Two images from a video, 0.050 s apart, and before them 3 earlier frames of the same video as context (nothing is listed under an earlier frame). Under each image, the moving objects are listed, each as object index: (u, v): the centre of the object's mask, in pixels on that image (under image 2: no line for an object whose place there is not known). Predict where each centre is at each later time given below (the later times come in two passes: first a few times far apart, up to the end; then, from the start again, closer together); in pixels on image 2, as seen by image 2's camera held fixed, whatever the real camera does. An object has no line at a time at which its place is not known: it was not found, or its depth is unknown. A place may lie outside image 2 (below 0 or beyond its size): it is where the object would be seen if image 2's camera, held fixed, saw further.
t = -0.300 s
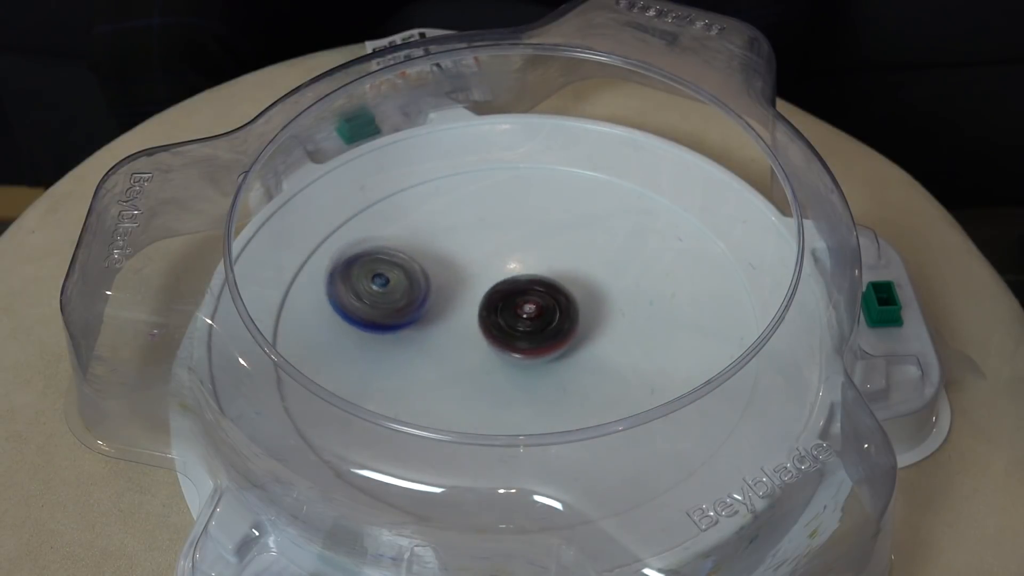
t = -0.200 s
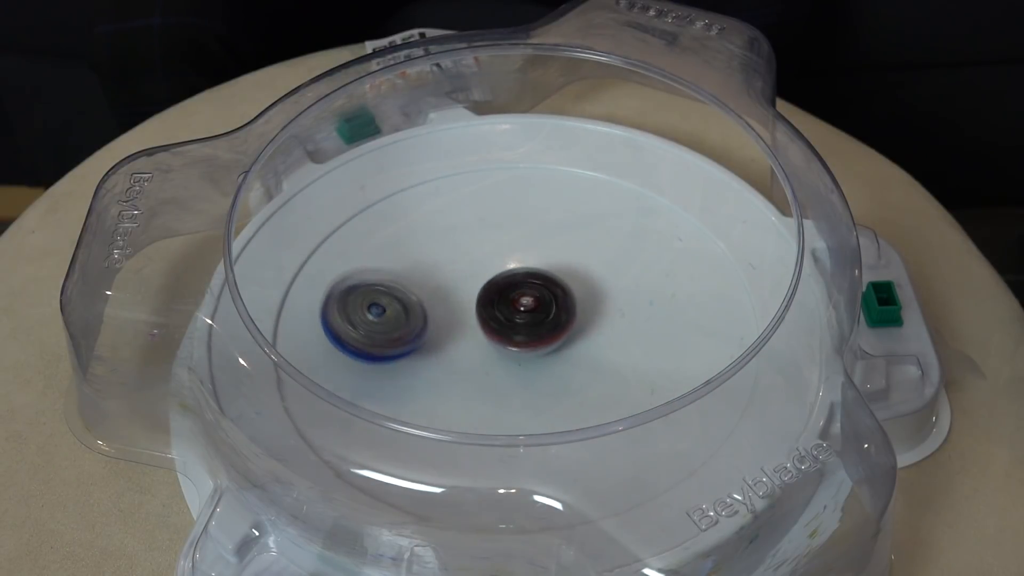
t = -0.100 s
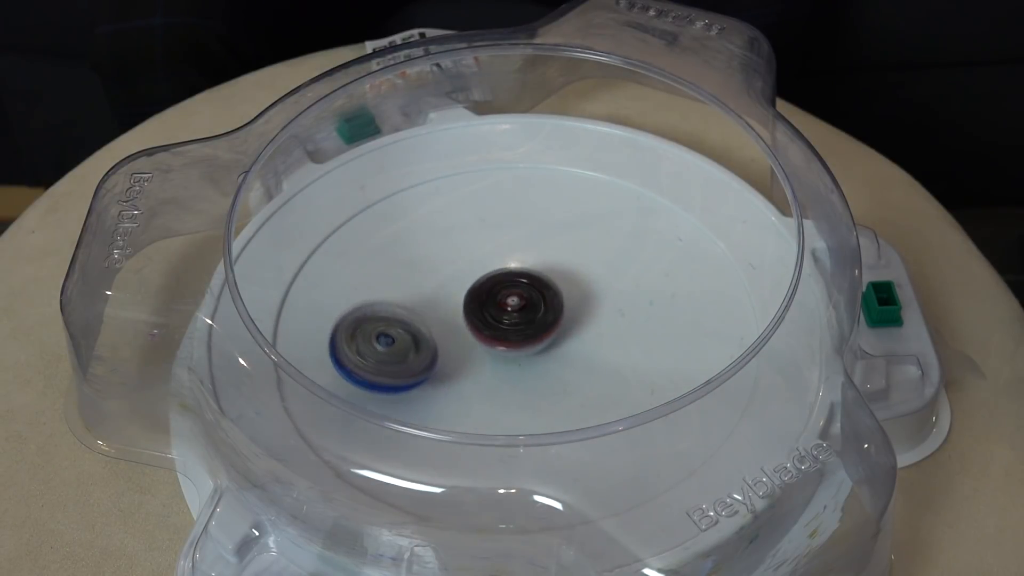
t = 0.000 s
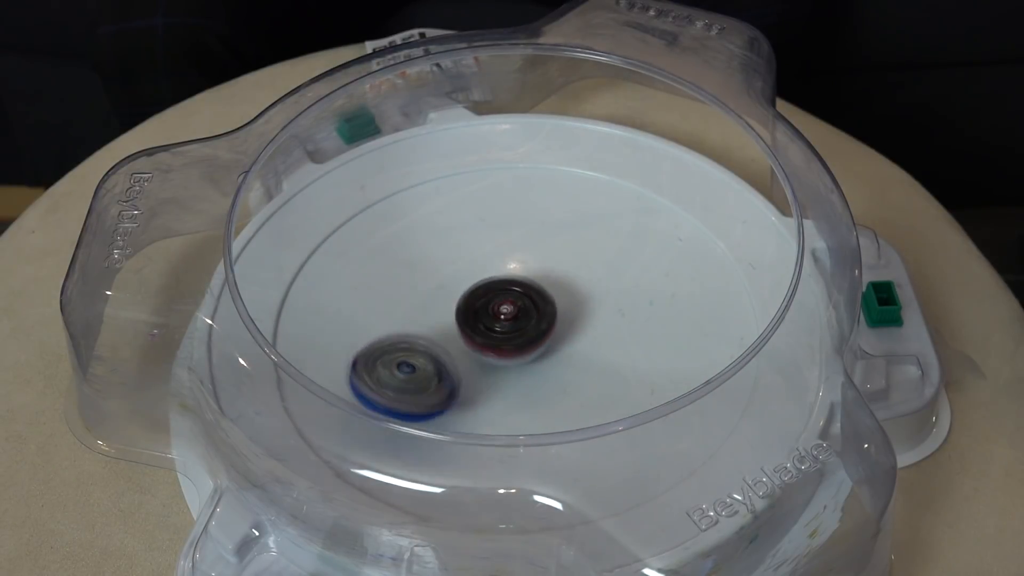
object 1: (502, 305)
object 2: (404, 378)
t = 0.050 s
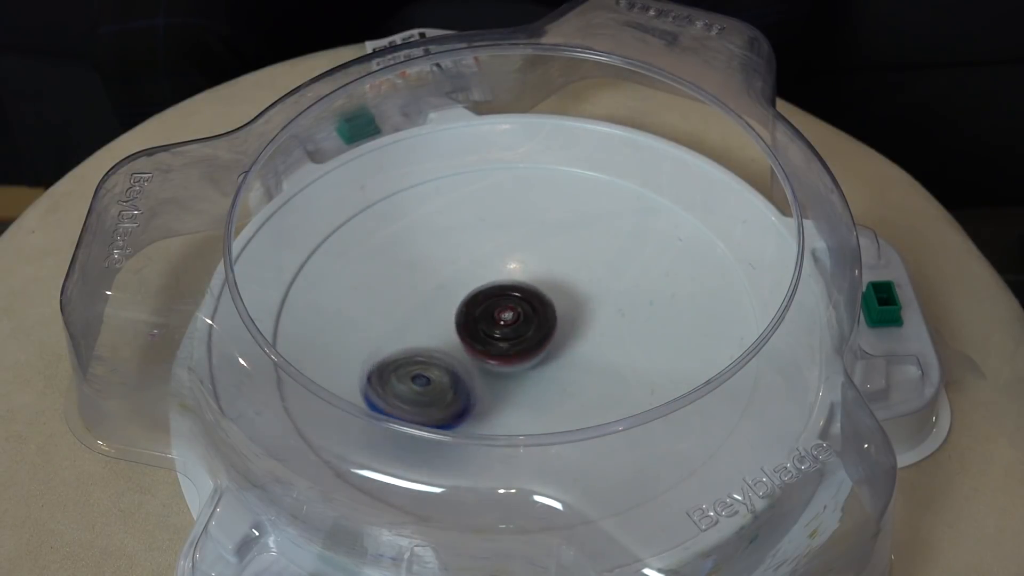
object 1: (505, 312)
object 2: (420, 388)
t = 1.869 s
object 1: (514, 311)
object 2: (410, 299)
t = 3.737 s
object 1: (477, 381)
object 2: (567, 251)
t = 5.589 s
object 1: (583, 338)
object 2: (477, 298)
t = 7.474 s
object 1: (587, 309)
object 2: (450, 312)
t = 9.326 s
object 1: (539, 368)
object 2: (503, 296)
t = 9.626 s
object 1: (518, 368)
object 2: (490, 300)
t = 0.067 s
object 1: (504, 312)
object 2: (423, 392)
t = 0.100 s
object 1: (507, 316)
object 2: (434, 398)
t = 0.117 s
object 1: (509, 317)
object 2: (440, 398)
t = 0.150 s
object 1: (512, 319)
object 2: (452, 403)
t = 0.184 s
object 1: (517, 320)
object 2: (465, 405)
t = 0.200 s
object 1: (518, 320)
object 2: (472, 406)
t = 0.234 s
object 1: (520, 321)
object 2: (486, 418)
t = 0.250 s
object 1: (523, 321)
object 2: (493, 420)
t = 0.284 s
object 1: (527, 321)
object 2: (508, 423)
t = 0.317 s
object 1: (530, 319)
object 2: (521, 424)
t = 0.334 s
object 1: (531, 318)
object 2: (528, 425)
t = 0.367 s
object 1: (534, 319)
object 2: (541, 425)
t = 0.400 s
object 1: (535, 316)
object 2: (552, 422)
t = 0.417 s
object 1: (534, 312)
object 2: (558, 420)
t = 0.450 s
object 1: (533, 310)
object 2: (572, 415)
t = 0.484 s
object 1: (531, 307)
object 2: (584, 410)
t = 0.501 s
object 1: (529, 306)
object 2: (589, 401)
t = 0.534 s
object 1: (525, 305)
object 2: (599, 399)
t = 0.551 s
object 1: (522, 305)
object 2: (605, 395)
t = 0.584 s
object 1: (518, 305)
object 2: (615, 391)
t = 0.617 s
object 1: (514, 306)
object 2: (621, 384)
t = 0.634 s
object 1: (512, 307)
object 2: (625, 381)
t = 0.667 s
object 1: (509, 308)
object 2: (633, 373)
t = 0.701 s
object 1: (509, 312)
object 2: (639, 366)
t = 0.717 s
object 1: (507, 314)
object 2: (642, 362)
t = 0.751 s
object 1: (504, 314)
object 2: (644, 353)
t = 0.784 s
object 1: (503, 318)
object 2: (645, 344)
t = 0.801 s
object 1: (502, 319)
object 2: (645, 339)
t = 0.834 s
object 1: (502, 322)
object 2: (646, 329)
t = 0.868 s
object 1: (505, 324)
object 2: (644, 320)
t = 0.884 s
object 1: (506, 325)
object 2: (643, 314)
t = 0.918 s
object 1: (511, 328)
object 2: (640, 306)
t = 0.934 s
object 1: (513, 329)
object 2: (637, 302)
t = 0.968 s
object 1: (516, 328)
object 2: (632, 294)
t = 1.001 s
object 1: (516, 325)
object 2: (629, 287)
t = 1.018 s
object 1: (517, 324)
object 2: (626, 284)
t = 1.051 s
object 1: (520, 323)
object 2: (618, 277)
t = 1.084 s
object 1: (522, 321)
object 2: (610, 269)
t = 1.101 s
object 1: (522, 320)
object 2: (607, 266)
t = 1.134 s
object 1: (525, 320)
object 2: (598, 260)
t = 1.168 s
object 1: (524, 317)
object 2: (589, 254)
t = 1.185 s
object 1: (523, 313)
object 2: (584, 250)
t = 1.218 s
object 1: (520, 310)
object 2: (575, 246)
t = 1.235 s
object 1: (517, 310)
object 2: (570, 245)
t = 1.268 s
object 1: (514, 309)
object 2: (560, 241)
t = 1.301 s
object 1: (511, 308)
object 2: (551, 240)
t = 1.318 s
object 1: (509, 308)
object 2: (546, 239)
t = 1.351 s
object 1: (507, 308)
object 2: (534, 237)
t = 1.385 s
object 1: (504, 308)
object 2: (524, 235)
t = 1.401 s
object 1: (502, 309)
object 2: (519, 235)
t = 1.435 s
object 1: (501, 310)
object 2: (508, 236)
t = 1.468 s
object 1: (500, 312)
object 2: (498, 239)
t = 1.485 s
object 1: (502, 315)
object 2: (493, 239)
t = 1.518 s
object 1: (500, 315)
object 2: (483, 241)
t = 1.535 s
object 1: (500, 315)
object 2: (478, 243)
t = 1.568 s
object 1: (500, 316)
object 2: (468, 246)
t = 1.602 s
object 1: (502, 318)
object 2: (459, 250)
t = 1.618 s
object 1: (503, 319)
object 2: (455, 252)
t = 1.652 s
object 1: (505, 320)
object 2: (445, 258)
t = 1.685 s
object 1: (509, 319)
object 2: (436, 263)
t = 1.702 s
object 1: (510, 319)
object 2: (433, 266)
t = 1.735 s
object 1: (511, 317)
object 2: (427, 272)
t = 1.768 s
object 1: (514, 316)
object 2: (421, 279)
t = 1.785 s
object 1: (516, 317)
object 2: (419, 283)
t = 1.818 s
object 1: (516, 313)
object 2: (413, 290)
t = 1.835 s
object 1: (516, 311)
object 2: (411, 292)
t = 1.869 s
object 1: (514, 311)
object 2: (410, 299)
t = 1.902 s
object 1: (516, 312)
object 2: (407, 309)
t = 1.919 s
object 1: (514, 309)
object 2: (406, 313)
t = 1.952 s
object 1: (517, 309)
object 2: (401, 320)
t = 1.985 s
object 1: (523, 307)
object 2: (395, 325)
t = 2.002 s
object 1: (526, 306)
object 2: (392, 330)
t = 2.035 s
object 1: (534, 306)
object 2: (387, 337)
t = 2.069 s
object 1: (537, 300)
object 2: (384, 340)
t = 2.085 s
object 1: (539, 298)
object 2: (385, 343)
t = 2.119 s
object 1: (540, 295)
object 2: (386, 348)
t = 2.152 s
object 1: (542, 293)
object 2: (389, 352)
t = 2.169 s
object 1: (541, 289)
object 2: (391, 353)
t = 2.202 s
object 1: (540, 286)
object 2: (400, 357)
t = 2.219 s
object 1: (537, 285)
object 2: (405, 359)
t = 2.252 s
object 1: (532, 284)
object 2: (413, 363)
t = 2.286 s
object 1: (529, 284)
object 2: (427, 367)
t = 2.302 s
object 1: (527, 285)
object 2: (434, 370)
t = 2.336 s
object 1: (520, 287)
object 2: (448, 376)
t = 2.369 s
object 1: (517, 292)
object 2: (459, 378)
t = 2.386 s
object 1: (515, 294)
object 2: (467, 379)
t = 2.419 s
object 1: (515, 296)
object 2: (482, 385)
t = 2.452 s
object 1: (512, 294)
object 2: (491, 390)
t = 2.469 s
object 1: (512, 294)
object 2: (499, 392)
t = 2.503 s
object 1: (512, 292)
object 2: (514, 395)
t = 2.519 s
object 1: (512, 291)
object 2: (520, 396)
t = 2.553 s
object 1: (511, 290)
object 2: (530, 396)
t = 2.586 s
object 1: (511, 290)
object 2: (545, 396)
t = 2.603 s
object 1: (512, 292)
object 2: (551, 397)
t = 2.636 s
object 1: (512, 290)
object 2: (560, 396)
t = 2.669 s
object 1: (512, 292)
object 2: (572, 394)
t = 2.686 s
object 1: (512, 292)
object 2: (578, 393)
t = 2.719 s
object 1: (514, 294)
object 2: (585, 392)
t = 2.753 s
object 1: (513, 296)
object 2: (594, 388)
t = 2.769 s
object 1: (514, 297)
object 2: (599, 388)
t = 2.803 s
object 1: (518, 303)
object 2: (603, 385)
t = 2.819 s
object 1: (518, 302)
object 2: (606, 382)
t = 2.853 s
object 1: (519, 304)
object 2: (611, 379)
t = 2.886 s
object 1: (522, 306)
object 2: (613, 375)
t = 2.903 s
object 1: (525, 307)
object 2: (613, 370)
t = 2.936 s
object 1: (521, 303)
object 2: (623, 367)
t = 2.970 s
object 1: (503, 294)
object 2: (635, 368)
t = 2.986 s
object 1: (497, 292)
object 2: (641, 367)
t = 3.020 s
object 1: (482, 285)
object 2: (648, 368)
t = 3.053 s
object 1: (467, 282)
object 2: (652, 366)
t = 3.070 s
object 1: (463, 282)
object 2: (654, 366)
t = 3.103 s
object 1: (449, 280)
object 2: (654, 367)
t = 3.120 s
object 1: (441, 280)
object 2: (653, 367)
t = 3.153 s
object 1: (431, 282)
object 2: (649, 367)
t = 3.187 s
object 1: (420, 285)
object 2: (642, 366)
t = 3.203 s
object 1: (414, 288)
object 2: (637, 364)
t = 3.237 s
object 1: (410, 295)
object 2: (626, 359)
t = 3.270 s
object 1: (406, 301)
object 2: (616, 352)
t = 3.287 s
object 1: (405, 306)
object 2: (610, 349)
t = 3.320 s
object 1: (411, 315)
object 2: (599, 344)
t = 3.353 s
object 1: (418, 323)
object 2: (588, 336)
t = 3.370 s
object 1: (423, 327)
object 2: (583, 334)
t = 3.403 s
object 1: (438, 334)
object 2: (573, 329)
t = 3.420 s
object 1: (444, 335)
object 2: (567, 324)
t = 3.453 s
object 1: (456, 337)
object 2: (558, 319)
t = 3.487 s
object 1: (444, 347)
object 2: (575, 299)
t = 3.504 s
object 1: (438, 350)
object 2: (580, 293)
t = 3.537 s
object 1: (432, 358)
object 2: (592, 278)
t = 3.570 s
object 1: (431, 364)
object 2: (594, 270)
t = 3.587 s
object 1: (431, 368)
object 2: (596, 266)
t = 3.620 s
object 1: (439, 374)
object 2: (592, 263)
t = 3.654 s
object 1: (446, 379)
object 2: (586, 257)
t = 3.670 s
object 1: (451, 381)
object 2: (584, 257)
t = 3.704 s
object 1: (463, 381)
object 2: (576, 252)
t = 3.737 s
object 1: (477, 381)
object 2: (567, 251)
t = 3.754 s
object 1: (484, 379)
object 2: (564, 250)
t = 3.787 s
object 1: (495, 372)
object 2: (555, 251)
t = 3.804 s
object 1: (501, 370)
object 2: (550, 250)
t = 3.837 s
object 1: (511, 359)
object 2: (541, 252)
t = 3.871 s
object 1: (519, 350)
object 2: (531, 252)
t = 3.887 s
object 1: (522, 344)
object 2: (526, 255)
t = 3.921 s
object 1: (526, 335)
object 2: (516, 257)
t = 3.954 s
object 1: (528, 323)
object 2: (504, 260)
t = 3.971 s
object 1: (531, 330)
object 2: (497, 256)
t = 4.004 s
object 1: (544, 341)
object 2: (479, 239)
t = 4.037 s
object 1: (553, 354)
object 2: (464, 229)
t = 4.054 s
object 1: (558, 358)
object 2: (459, 224)
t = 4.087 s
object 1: (565, 364)
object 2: (448, 219)
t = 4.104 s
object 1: (571, 367)
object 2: (445, 216)
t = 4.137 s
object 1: (578, 375)
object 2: (438, 215)
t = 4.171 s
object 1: (586, 372)
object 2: (435, 216)
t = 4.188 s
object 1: (592, 372)
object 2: (432, 216)
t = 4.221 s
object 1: (601, 372)
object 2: (429, 221)
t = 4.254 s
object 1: (612, 373)
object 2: (427, 225)
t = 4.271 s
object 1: (615, 370)
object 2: (424, 229)
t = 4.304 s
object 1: (622, 367)
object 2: (424, 238)
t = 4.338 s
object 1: (625, 361)
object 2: (424, 246)
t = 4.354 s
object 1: (626, 358)
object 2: (424, 252)
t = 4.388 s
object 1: (622, 349)
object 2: (427, 263)
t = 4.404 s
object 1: (619, 346)
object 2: (427, 268)
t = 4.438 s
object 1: (609, 338)
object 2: (434, 279)
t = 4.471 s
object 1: (596, 332)
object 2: (439, 288)
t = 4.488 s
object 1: (592, 329)
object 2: (442, 293)
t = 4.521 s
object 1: (577, 325)
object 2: (450, 304)
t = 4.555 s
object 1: (566, 322)
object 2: (459, 311)
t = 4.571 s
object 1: (562, 323)
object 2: (458, 314)
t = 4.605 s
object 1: (566, 326)
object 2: (452, 311)
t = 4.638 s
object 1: (564, 329)
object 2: (446, 308)
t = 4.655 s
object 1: (558, 330)
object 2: (447, 309)
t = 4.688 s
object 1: (552, 330)
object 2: (450, 309)
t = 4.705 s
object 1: (546, 330)
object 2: (453, 310)
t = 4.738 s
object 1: (559, 338)
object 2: (437, 305)
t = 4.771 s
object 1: (582, 345)
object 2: (421, 296)
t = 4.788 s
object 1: (588, 348)
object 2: (413, 294)
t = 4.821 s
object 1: (601, 350)
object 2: (406, 288)
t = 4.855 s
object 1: (612, 351)
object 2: (404, 283)
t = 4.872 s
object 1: (617, 352)
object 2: (402, 282)
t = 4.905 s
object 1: (622, 349)
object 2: (401, 278)
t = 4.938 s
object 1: (632, 346)
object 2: (403, 276)
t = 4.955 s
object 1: (635, 346)
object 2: (404, 272)
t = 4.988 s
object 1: (640, 340)
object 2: (405, 272)
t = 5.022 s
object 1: (639, 337)
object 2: (408, 270)
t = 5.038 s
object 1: (639, 334)
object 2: (412, 272)
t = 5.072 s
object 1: (633, 331)
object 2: (419, 273)
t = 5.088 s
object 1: (630, 327)
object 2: (421, 274)
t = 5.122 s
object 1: (622, 324)
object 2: (431, 278)
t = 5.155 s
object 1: (610, 321)
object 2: (442, 282)
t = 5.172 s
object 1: (604, 321)
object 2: (446, 284)
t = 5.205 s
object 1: (591, 320)
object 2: (457, 290)
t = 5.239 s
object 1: (581, 316)
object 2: (469, 294)
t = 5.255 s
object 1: (570, 315)
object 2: (475, 295)
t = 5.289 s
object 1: (569, 318)
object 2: (474, 296)
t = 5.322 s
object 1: (568, 319)
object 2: (475, 297)
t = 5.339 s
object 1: (567, 321)
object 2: (473, 300)
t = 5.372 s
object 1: (566, 323)
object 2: (472, 301)
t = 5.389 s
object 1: (567, 326)
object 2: (471, 300)
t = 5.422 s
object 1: (568, 331)
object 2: (475, 299)
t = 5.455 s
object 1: (572, 334)
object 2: (473, 299)
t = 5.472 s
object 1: (575, 332)
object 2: (473, 299)
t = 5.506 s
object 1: (578, 336)
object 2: (474, 299)
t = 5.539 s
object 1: (581, 338)
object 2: (475, 299)
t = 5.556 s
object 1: (582, 338)
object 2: (475, 299)
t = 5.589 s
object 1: (583, 338)
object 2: (477, 298)
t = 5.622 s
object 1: (583, 339)
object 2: (480, 300)
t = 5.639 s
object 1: (581, 338)
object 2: (483, 302)
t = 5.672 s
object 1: (578, 340)
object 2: (486, 304)
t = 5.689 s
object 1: (576, 338)
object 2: (486, 305)
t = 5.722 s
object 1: (575, 340)
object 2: (486, 305)
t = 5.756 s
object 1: (582, 343)
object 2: (479, 303)
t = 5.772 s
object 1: (585, 345)
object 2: (477, 303)
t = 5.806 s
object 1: (588, 347)
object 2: (470, 302)
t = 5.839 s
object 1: (594, 350)
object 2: (467, 302)
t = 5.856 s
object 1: (593, 349)
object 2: (466, 299)
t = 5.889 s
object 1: (597, 348)
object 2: (464, 299)
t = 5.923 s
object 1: (596, 347)
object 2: (463, 299)
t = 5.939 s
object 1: (595, 345)
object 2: (461, 301)
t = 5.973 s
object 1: (591, 344)
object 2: (461, 303)
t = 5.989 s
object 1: (592, 342)
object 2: (463, 302)
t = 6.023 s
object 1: (585, 343)
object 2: (464, 304)
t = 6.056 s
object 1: (576, 337)
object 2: (468, 307)
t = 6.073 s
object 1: (569, 336)
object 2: (468, 306)
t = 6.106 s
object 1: (563, 335)
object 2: (470, 309)
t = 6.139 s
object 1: (567, 335)
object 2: (462, 309)
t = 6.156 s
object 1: (567, 335)
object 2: (458, 310)
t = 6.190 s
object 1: (566, 336)
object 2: (453, 310)
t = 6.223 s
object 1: (568, 334)
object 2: (452, 311)
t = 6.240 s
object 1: (568, 337)
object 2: (450, 311)
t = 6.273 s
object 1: (566, 333)
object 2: (449, 312)
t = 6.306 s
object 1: (563, 331)
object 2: (451, 312)
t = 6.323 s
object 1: (559, 330)
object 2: (452, 314)
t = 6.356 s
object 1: (555, 328)
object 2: (452, 315)
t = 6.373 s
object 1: (553, 328)
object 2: (452, 315)
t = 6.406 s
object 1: (552, 328)
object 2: (450, 316)
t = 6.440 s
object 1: (551, 329)
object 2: (448, 316)
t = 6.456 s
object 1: (552, 329)
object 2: (449, 315)
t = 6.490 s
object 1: (551, 331)
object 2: (449, 316)
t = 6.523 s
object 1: (552, 331)
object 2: (447, 318)
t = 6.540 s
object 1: (551, 330)
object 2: (447, 316)
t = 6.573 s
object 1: (554, 331)
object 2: (445, 317)
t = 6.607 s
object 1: (553, 332)
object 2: (443, 317)
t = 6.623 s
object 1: (554, 332)
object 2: (443, 316)
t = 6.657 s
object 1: (554, 329)
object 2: (442, 319)
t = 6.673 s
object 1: (551, 328)
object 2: (442, 318)
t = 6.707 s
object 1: (549, 328)
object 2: (443, 319)
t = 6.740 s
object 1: (548, 327)
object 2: (444, 320)
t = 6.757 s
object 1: (550, 327)
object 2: (444, 318)
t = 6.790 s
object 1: (553, 331)
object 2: (446, 318)
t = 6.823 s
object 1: (551, 327)
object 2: (449, 320)
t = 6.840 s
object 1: (550, 327)
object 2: (450, 318)
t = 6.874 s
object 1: (566, 331)
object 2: (439, 318)
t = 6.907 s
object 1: (583, 332)
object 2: (429, 317)
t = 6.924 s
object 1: (590, 333)
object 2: (428, 315)
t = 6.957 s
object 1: (600, 331)
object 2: (423, 315)
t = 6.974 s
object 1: (602, 331)
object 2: (421, 314)
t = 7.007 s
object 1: (608, 330)
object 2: (420, 314)
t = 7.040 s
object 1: (616, 333)
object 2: (417, 315)
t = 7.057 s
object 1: (618, 327)
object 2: (418, 315)
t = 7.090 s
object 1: (619, 323)
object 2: (419, 319)
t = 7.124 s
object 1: (622, 321)
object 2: (421, 320)
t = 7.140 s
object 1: (622, 321)
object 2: (424, 321)
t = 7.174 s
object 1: (618, 316)
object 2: (428, 325)
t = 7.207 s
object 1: (614, 317)
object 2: (435, 325)
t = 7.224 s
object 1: (608, 313)
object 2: (439, 328)
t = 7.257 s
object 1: (600, 311)
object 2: (446, 328)
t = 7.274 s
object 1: (596, 311)
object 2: (451, 330)
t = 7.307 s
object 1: (584, 309)
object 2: (457, 330)
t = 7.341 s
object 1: (574, 309)
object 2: (461, 328)
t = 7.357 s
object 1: (570, 310)
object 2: (464, 327)
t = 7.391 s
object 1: (576, 315)
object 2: (458, 323)
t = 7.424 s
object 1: (581, 308)
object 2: (452, 317)
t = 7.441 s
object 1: (583, 309)
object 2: (450, 315)
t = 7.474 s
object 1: (587, 309)
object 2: (450, 312)
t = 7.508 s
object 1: (589, 309)
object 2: (448, 311)
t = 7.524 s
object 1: (589, 308)
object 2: (449, 310)
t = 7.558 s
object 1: (590, 307)
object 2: (447, 310)
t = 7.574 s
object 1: (587, 301)
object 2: (449, 310)
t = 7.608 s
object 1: (584, 300)
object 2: (449, 310)
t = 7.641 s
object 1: (581, 300)
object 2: (454, 309)
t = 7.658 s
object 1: (579, 299)
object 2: (455, 310)
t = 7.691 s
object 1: (572, 300)
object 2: (460, 308)
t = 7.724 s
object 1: (564, 301)
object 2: (464, 309)
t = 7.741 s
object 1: (564, 302)
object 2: (464, 308)
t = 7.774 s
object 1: (568, 307)
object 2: (457, 307)
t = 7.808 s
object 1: (572, 314)
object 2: (452, 304)
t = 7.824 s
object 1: (574, 311)
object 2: (452, 304)
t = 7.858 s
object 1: (575, 315)
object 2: (450, 305)
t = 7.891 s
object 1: (578, 318)
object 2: (453, 305)
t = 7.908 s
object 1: (577, 318)
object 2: (453, 306)
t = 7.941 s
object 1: (576, 321)
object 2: (459, 307)
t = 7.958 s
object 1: (577, 322)
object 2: (460, 307)
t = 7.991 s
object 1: (575, 326)
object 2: (468, 305)
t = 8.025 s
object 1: (573, 327)
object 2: (472, 304)
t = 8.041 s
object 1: (568, 327)
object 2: (474, 305)
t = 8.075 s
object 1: (567, 334)
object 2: (477, 306)
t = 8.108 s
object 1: (563, 335)
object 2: (481, 305)
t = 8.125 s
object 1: (557, 339)
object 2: (481, 306)
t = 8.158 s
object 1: (558, 340)
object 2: (480, 303)
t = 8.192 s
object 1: (558, 343)
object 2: (479, 303)
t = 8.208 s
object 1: (555, 345)
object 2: (480, 301)
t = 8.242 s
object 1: (554, 347)
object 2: (480, 304)
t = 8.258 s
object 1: (548, 348)
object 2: (481, 303)
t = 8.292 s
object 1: (549, 353)
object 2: (479, 304)
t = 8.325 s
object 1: (546, 355)
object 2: (481, 304)
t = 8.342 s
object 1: (544, 356)
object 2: (478, 306)
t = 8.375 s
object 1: (543, 358)
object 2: (481, 306)
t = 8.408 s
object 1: (539, 360)
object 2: (481, 308)
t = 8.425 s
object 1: (538, 360)
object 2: (481, 307)
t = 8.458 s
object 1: (538, 366)
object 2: (478, 304)
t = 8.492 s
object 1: (537, 371)
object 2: (477, 302)
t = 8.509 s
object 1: (537, 372)
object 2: (477, 300)
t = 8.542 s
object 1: (536, 375)
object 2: (478, 300)
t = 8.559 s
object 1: (538, 374)
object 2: (478, 299)
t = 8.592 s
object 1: (537, 376)
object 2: (478, 298)
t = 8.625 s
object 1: (537, 376)
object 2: (481, 303)
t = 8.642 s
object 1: (536, 375)
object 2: (483, 302)
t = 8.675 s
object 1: (538, 374)
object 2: (484, 307)
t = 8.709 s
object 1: (536, 371)
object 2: (491, 309)
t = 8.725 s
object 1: (535, 370)
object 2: (494, 307)
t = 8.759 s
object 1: (530, 370)
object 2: (497, 309)
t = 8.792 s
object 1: (527, 378)
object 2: (501, 301)
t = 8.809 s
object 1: (522, 379)
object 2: (500, 298)
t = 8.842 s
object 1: (525, 378)
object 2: (501, 292)
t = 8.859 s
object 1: (523, 378)
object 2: (502, 289)
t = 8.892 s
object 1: (526, 376)
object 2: (505, 289)
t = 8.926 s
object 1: (526, 374)
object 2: (509, 291)
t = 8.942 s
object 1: (529, 374)
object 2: (511, 292)
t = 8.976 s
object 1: (534, 374)
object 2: (513, 297)
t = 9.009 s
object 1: (538, 370)
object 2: (515, 299)
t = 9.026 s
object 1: (538, 370)
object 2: (514, 300)
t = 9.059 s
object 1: (538, 367)
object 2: (511, 303)
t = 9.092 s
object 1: (538, 364)
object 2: (508, 303)
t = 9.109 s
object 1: (538, 364)
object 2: (507, 301)
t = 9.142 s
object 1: (540, 370)
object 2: (502, 303)
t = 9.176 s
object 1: (540, 372)
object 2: (502, 300)
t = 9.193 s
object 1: (540, 370)
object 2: (500, 297)
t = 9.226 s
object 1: (539, 373)
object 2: (500, 296)
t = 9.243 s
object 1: (540, 372)
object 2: (500, 294)
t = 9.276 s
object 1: (539, 371)
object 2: (503, 291)
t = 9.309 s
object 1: (540, 369)
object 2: (502, 294)
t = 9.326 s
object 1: (539, 368)
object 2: (503, 296)
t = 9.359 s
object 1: (534, 362)
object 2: (504, 298)
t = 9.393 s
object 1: (542, 374)
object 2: (502, 293)
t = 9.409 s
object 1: (541, 377)
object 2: (500, 291)
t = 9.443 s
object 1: (540, 379)
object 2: (495, 289)
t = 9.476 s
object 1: (539, 378)
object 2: (493, 289)
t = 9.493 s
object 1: (537, 378)
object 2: (491, 290)
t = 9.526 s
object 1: (532, 377)
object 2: (488, 292)
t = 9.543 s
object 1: (530, 376)
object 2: (489, 294)
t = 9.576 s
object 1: (526, 373)
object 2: (489, 297)
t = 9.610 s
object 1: (520, 370)
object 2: (489, 300)
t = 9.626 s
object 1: (518, 368)
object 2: (490, 300)
